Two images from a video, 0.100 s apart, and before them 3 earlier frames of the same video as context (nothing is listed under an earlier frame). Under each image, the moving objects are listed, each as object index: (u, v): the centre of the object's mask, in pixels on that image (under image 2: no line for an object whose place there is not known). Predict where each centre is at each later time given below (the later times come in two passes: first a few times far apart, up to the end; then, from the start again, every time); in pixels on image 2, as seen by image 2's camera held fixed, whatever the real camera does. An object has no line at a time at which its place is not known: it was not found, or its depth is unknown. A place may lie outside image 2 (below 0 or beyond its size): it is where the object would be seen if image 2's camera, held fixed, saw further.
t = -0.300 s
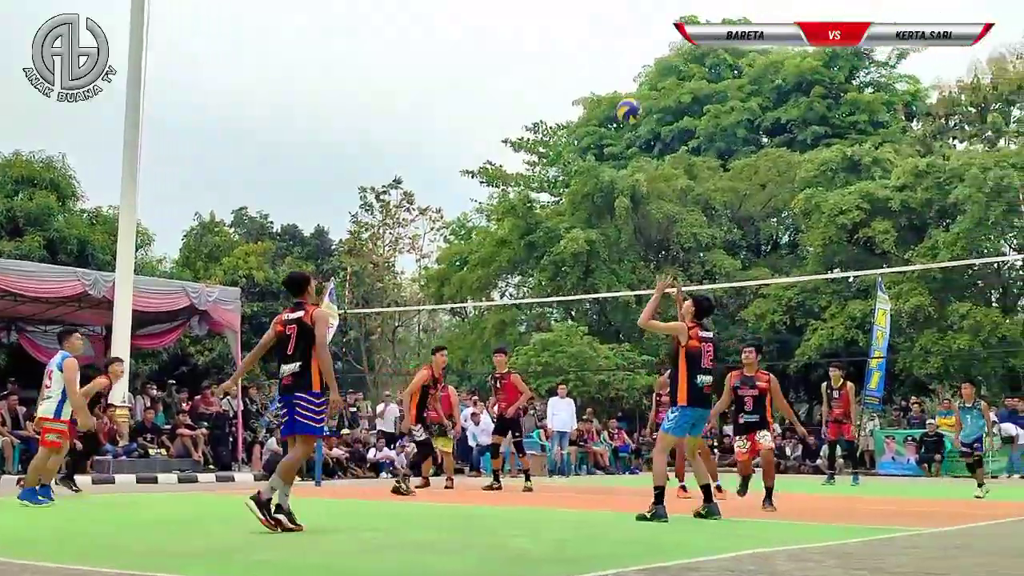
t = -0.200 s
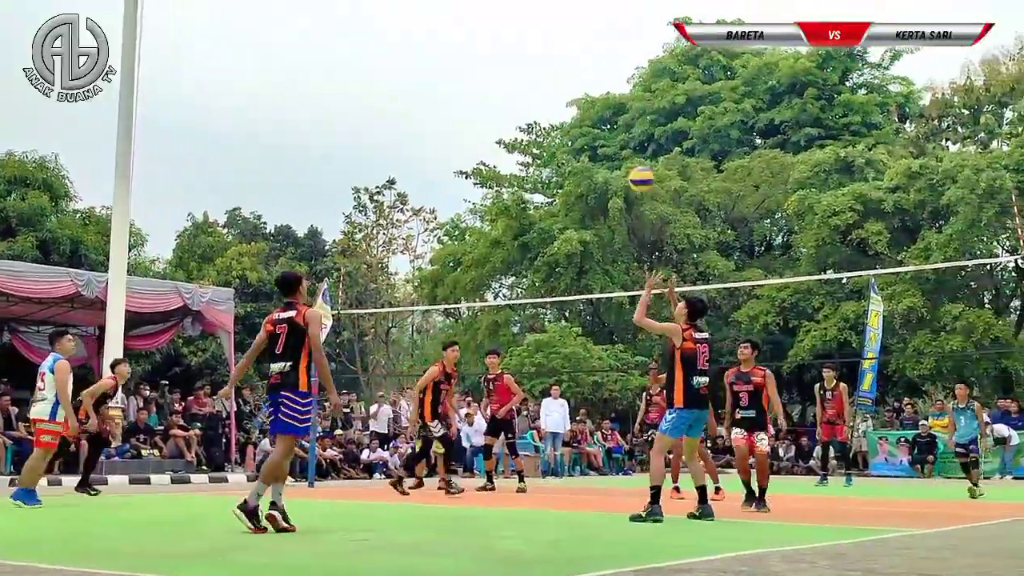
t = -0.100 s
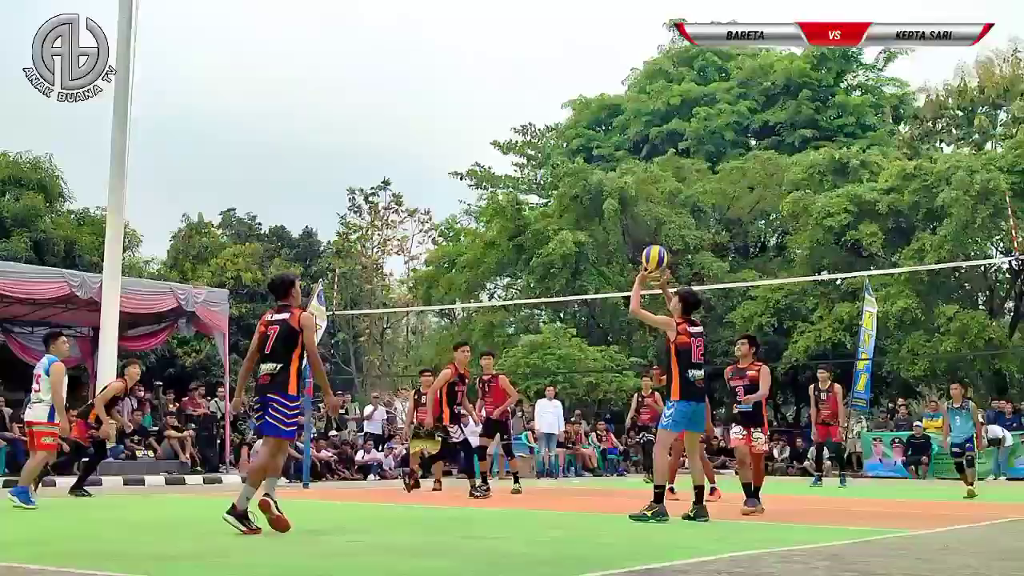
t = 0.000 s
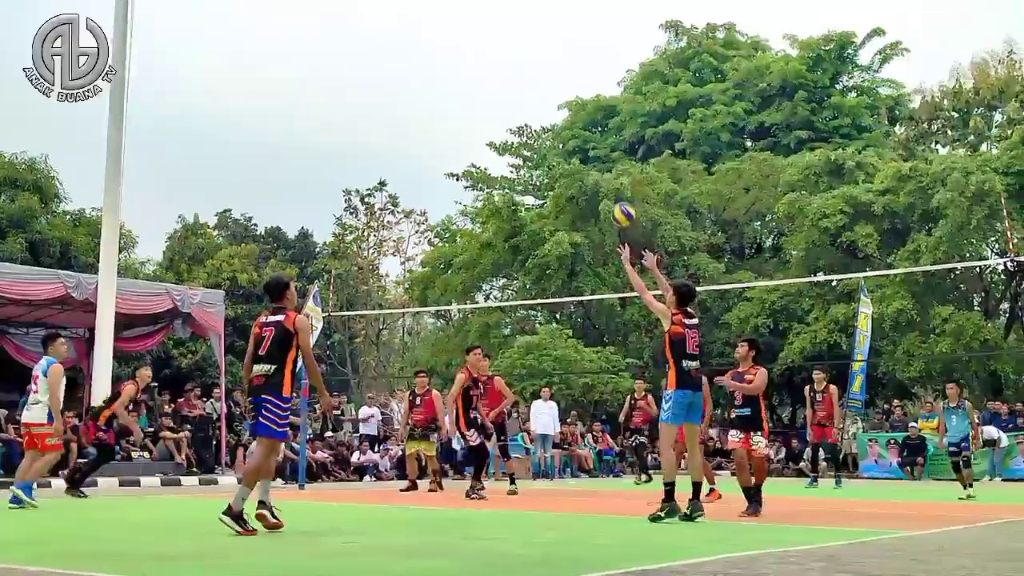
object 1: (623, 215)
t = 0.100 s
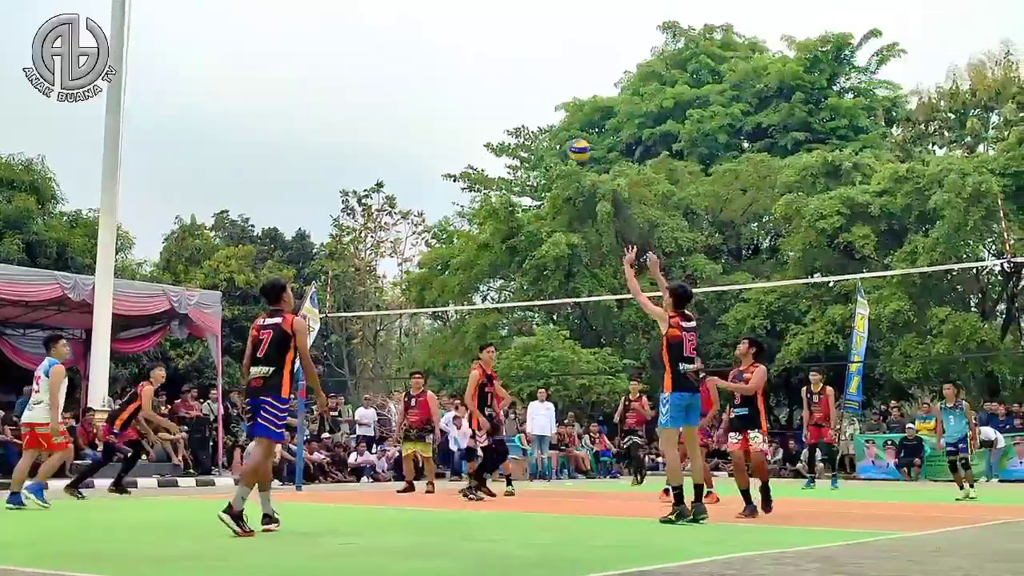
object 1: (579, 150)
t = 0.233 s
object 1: (529, 89)
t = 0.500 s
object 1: (447, 35)
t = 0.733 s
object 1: (388, 44)
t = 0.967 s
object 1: (338, 97)
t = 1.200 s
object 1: (292, 186)
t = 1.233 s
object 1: (286, 201)
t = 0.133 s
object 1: (566, 132)
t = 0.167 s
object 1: (554, 116)
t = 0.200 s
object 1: (541, 102)
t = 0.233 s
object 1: (529, 89)
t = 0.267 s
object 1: (518, 77)
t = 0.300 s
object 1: (506, 68)
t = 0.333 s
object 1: (496, 59)
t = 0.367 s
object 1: (485, 52)
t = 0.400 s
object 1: (475, 46)
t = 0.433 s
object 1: (465, 41)
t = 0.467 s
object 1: (456, 37)
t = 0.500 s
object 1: (447, 35)
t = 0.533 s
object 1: (438, 33)
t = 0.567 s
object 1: (429, 33)
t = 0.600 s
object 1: (421, 33)
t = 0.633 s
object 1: (412, 34)
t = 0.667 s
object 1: (404, 37)
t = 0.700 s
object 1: (396, 40)
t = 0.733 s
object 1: (388, 44)
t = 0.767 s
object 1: (380, 49)
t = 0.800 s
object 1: (373, 55)
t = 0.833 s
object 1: (366, 62)
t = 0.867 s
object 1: (358, 69)
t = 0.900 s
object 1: (351, 78)
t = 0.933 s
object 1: (344, 87)
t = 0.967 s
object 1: (338, 97)
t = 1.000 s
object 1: (331, 107)
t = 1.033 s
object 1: (324, 119)
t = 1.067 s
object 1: (318, 131)
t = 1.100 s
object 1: (311, 144)
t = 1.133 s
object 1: (305, 157)
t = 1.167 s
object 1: (299, 171)
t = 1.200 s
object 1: (292, 186)
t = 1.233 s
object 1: (286, 201)
